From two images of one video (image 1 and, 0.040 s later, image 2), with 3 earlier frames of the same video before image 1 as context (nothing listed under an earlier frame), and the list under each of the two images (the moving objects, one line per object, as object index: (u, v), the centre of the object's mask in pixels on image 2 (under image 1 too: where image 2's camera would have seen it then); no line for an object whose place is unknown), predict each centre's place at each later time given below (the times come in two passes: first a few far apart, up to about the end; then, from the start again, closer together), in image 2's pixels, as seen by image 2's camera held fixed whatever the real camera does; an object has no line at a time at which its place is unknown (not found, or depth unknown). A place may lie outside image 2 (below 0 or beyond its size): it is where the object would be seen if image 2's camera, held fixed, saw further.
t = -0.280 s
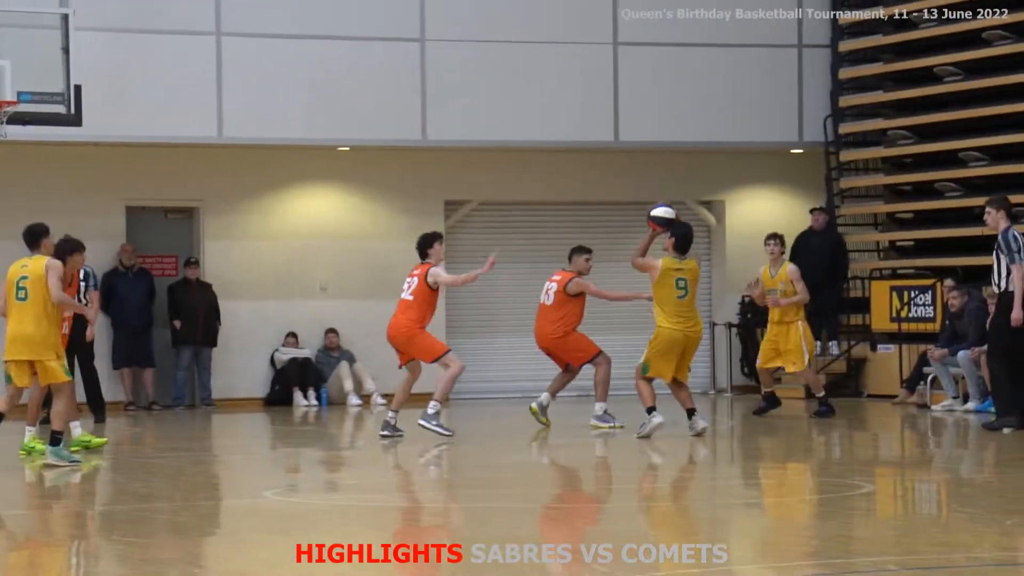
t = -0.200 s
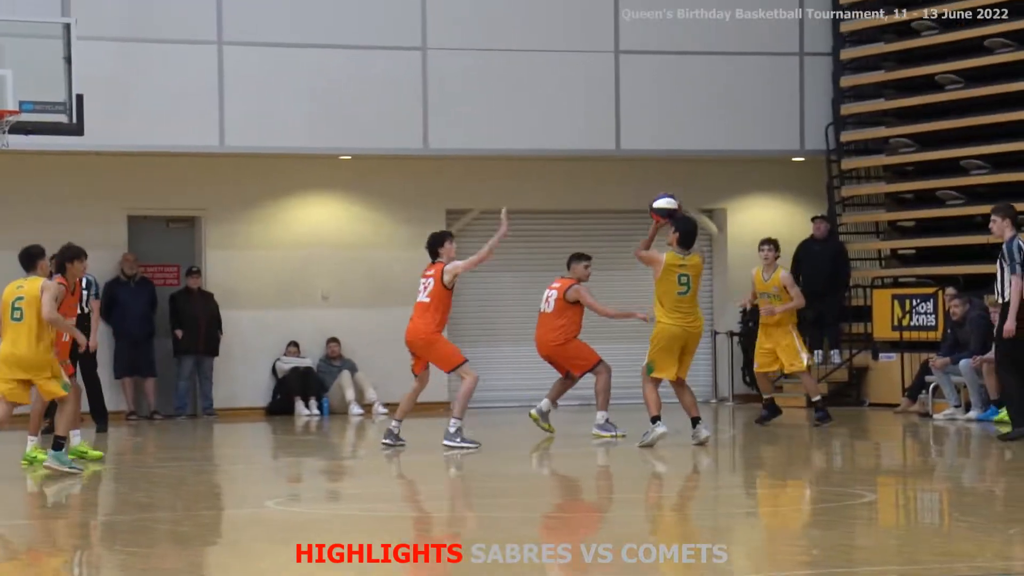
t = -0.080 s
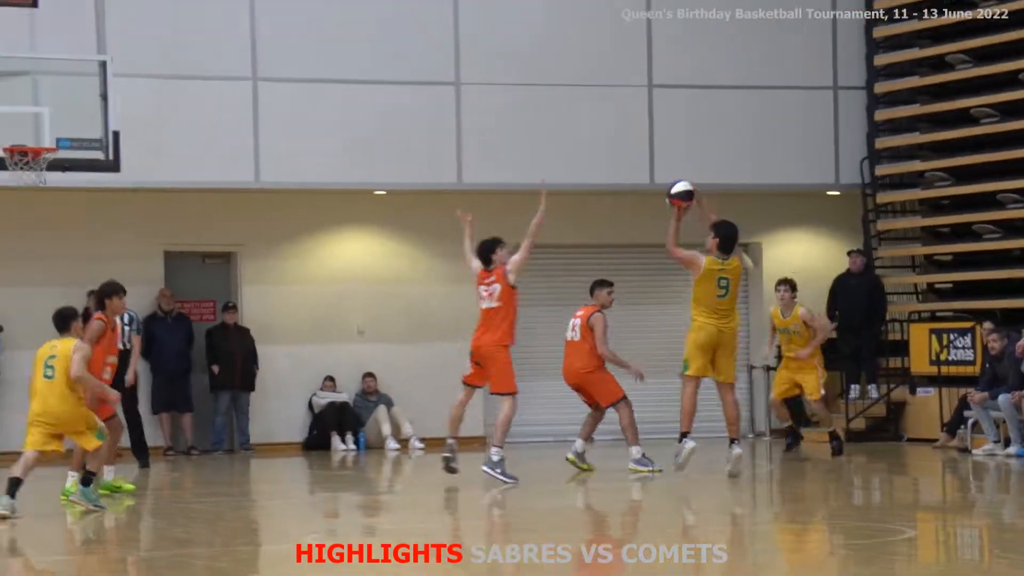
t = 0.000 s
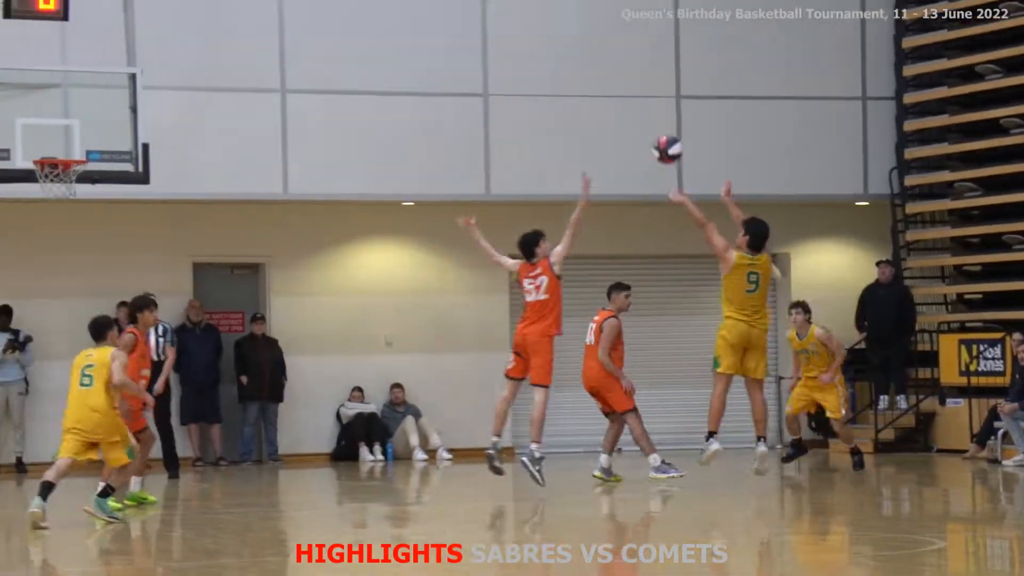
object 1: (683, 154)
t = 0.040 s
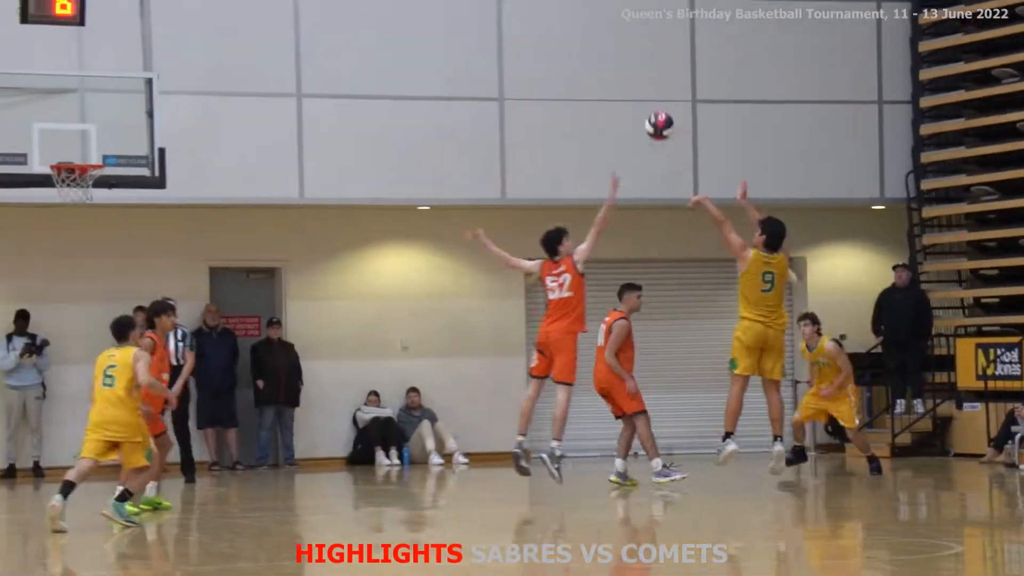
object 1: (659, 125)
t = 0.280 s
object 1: (526, 4)
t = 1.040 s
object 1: (146, 35)
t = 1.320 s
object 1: (34, 126)
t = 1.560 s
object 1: (13, 72)
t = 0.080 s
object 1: (636, 99)
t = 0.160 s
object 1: (592, 55)
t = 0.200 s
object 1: (570, 36)
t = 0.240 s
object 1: (548, 18)
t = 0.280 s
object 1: (526, 4)
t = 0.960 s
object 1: (184, 11)
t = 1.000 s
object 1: (165, 18)
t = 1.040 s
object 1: (146, 35)
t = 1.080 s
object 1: (128, 54)
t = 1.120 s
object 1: (110, 73)
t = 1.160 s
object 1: (91, 95)
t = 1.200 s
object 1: (72, 117)
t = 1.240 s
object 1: (55, 143)
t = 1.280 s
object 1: (44, 143)
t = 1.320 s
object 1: (34, 126)
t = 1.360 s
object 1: (28, 111)
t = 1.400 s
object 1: (25, 100)
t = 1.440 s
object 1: (23, 91)
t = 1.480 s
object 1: (19, 83)
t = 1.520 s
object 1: (16, 77)
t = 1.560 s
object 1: (13, 72)
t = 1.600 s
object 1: (10, 70)
